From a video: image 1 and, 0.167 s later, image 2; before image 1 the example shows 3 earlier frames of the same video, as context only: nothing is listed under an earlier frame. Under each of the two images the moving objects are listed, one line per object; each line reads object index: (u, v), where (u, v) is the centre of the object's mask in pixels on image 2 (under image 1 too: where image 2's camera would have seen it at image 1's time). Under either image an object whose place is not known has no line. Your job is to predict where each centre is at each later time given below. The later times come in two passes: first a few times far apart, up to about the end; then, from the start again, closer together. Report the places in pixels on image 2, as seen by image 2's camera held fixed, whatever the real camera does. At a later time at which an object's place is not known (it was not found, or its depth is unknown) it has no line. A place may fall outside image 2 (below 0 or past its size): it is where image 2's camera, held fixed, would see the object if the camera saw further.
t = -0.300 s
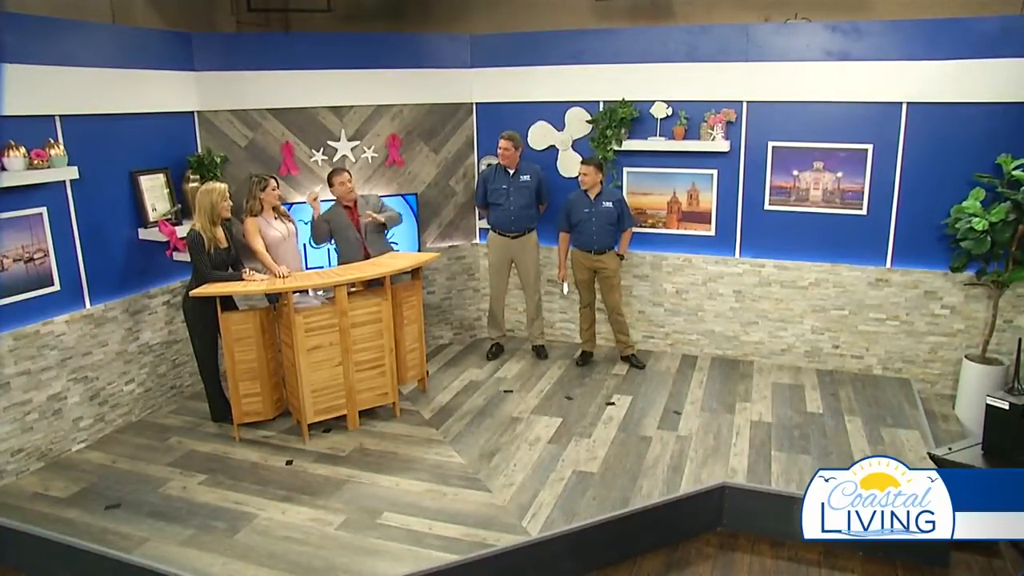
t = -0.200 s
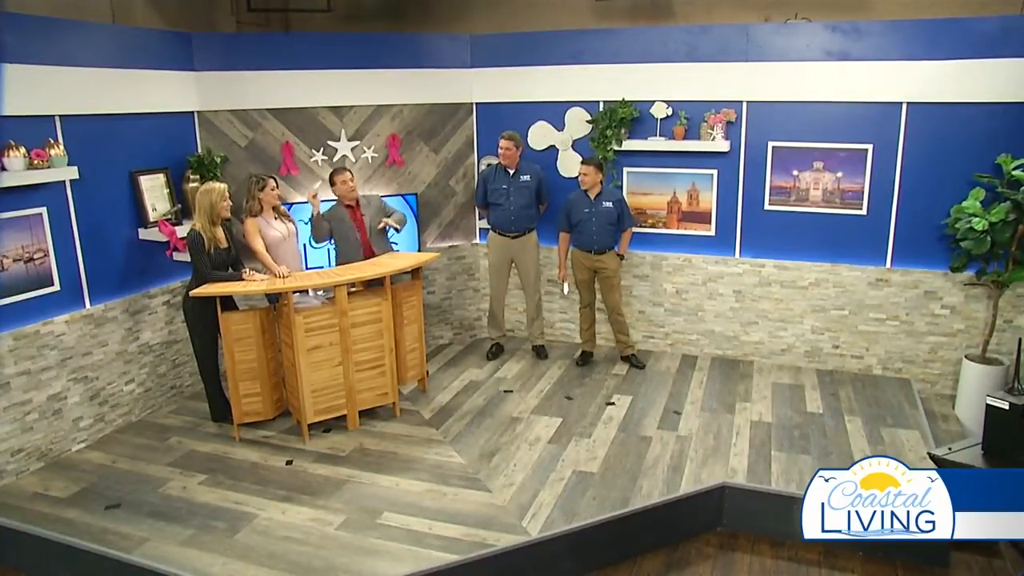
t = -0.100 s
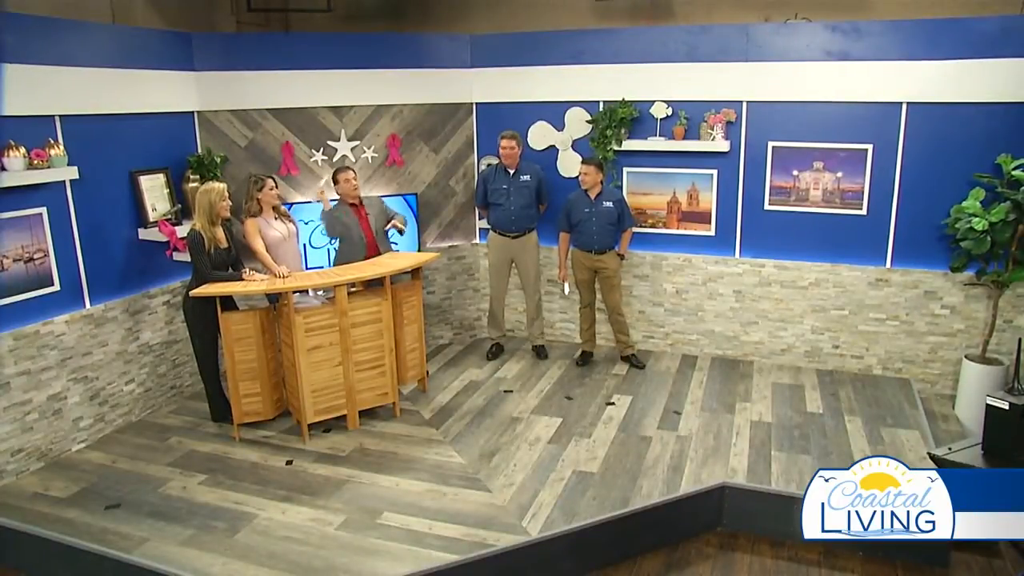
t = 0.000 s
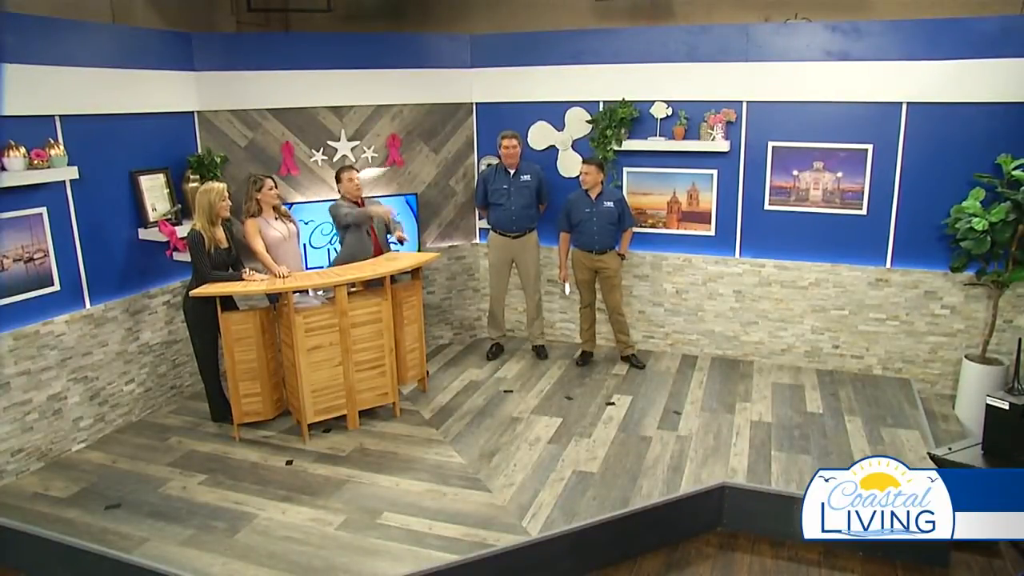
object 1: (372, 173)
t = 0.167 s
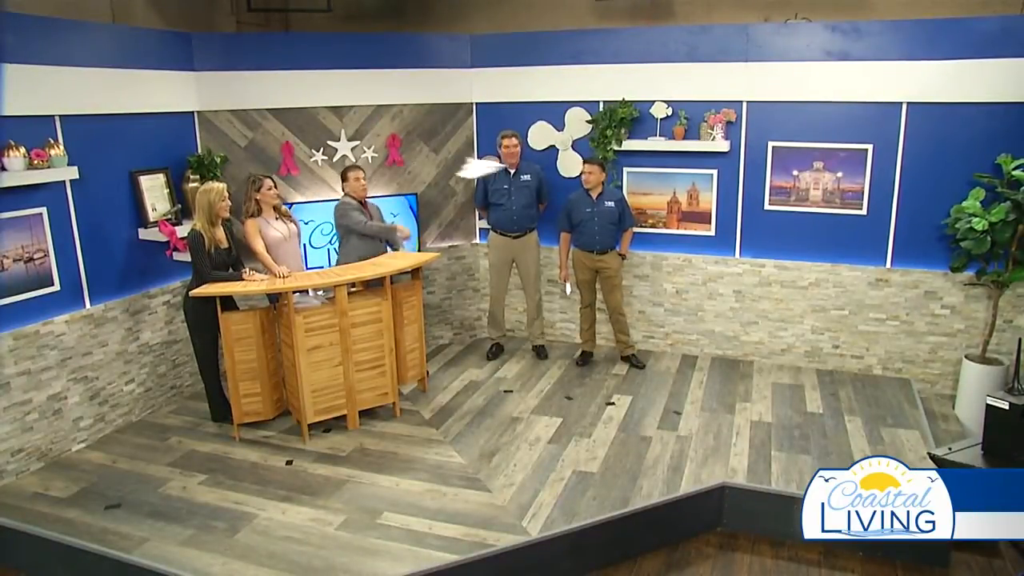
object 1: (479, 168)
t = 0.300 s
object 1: (588, 186)
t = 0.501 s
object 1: (740, 170)
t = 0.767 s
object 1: (838, 156)
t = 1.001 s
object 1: (897, 246)
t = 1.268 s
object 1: (957, 428)
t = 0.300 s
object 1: (588, 186)
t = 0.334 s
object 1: (617, 189)
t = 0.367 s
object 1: (646, 190)
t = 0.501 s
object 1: (740, 170)
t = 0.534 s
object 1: (754, 162)
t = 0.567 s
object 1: (767, 154)
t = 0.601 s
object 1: (779, 147)
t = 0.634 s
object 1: (790, 144)
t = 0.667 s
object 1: (801, 144)
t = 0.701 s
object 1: (813, 146)
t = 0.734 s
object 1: (827, 150)
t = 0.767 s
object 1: (838, 156)
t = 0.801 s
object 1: (847, 164)
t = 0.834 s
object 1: (855, 173)
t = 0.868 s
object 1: (864, 184)
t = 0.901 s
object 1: (873, 197)
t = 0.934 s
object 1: (882, 212)
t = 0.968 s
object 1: (890, 228)
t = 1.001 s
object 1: (897, 246)
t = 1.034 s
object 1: (905, 265)
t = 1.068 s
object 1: (913, 285)
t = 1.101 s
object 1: (922, 310)
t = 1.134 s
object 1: (931, 334)
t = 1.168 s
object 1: (939, 360)
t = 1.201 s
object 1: (946, 385)
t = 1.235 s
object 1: (955, 410)
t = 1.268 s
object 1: (957, 428)
